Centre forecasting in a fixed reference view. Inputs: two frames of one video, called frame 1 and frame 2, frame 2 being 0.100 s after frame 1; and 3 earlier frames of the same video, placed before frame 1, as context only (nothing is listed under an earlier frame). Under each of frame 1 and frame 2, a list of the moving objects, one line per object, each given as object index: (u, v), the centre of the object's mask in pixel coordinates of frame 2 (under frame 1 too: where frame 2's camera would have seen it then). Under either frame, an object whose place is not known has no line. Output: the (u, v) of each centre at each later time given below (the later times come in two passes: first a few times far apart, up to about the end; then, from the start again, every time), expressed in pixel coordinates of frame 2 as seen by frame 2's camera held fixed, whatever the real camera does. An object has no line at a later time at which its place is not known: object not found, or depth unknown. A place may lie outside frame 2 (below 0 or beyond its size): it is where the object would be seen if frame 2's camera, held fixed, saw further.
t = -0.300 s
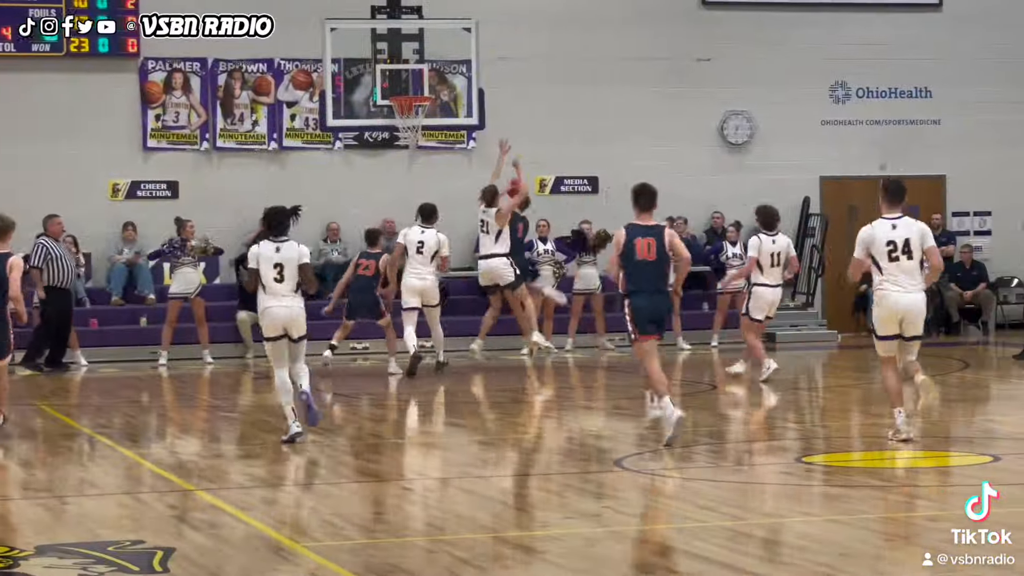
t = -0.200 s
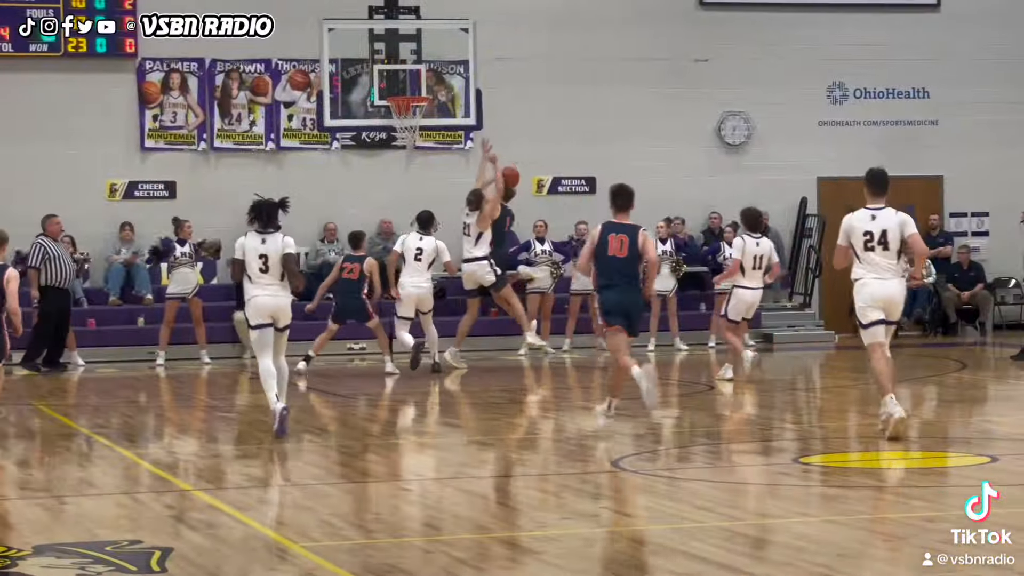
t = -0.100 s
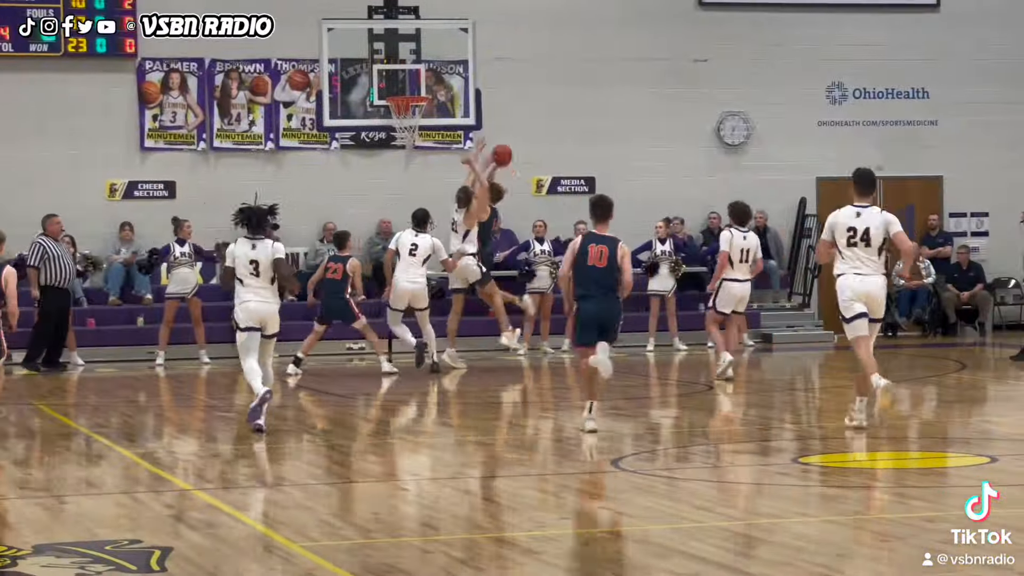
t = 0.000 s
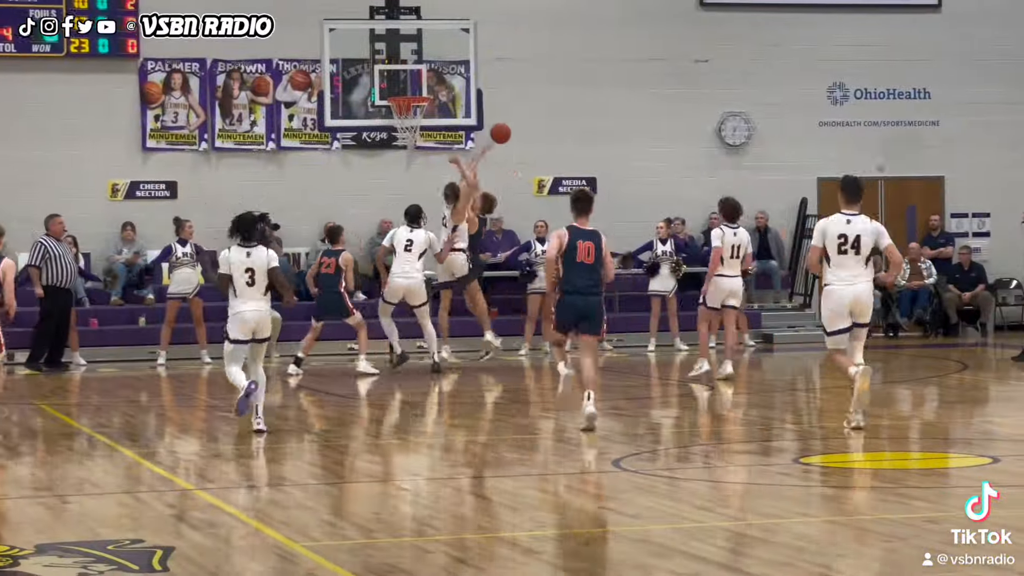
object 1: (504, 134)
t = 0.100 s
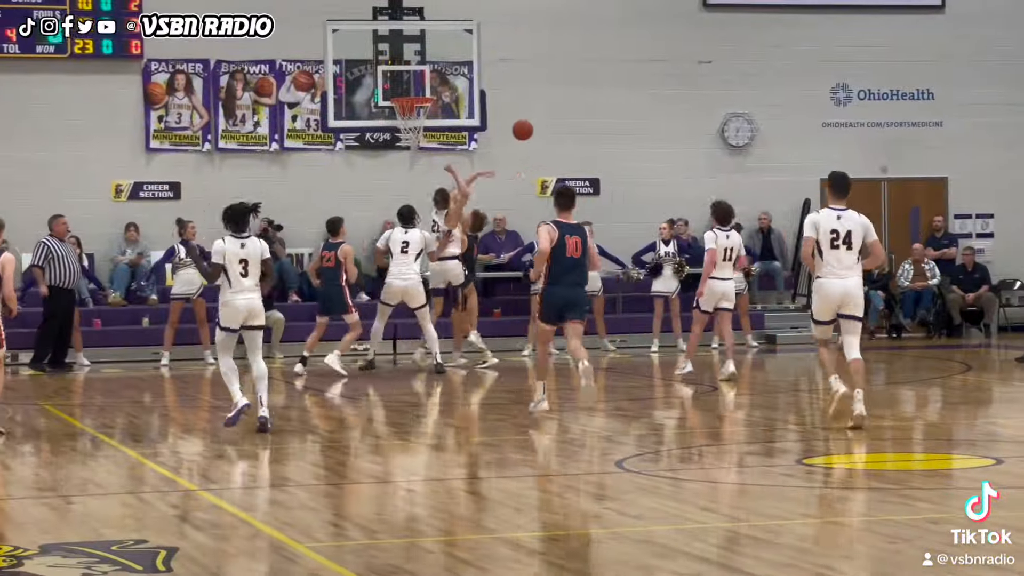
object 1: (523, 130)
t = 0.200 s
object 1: (541, 134)
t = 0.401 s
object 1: (580, 168)
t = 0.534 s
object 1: (605, 210)
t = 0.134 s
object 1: (529, 130)
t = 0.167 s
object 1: (535, 132)
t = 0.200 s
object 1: (541, 134)
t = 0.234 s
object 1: (548, 137)
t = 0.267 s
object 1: (554, 142)
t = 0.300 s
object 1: (561, 147)
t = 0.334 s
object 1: (567, 153)
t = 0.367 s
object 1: (573, 160)
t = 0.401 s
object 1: (580, 168)
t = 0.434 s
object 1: (586, 177)
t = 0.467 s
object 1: (593, 187)
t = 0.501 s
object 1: (599, 198)
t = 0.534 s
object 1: (605, 210)
